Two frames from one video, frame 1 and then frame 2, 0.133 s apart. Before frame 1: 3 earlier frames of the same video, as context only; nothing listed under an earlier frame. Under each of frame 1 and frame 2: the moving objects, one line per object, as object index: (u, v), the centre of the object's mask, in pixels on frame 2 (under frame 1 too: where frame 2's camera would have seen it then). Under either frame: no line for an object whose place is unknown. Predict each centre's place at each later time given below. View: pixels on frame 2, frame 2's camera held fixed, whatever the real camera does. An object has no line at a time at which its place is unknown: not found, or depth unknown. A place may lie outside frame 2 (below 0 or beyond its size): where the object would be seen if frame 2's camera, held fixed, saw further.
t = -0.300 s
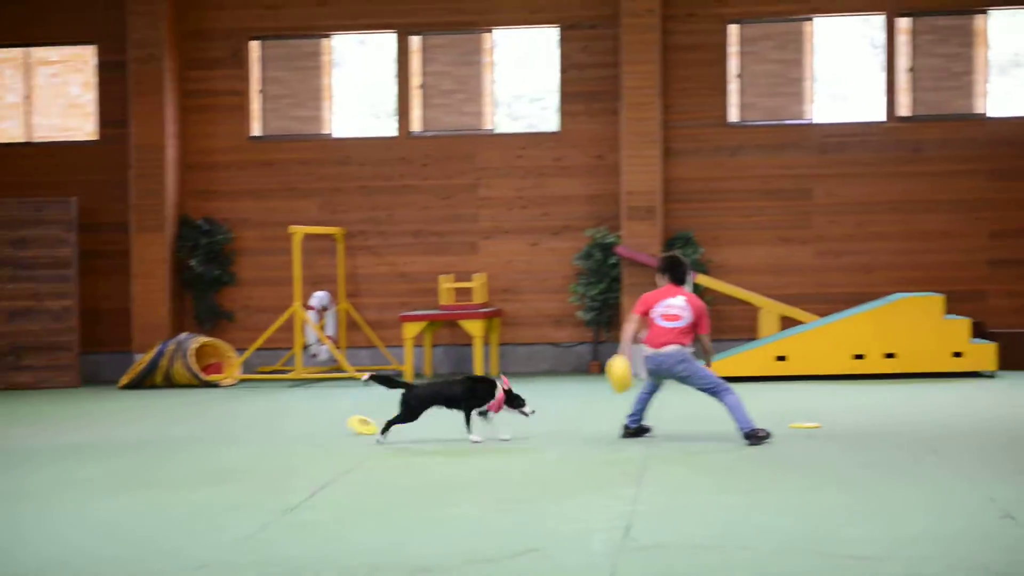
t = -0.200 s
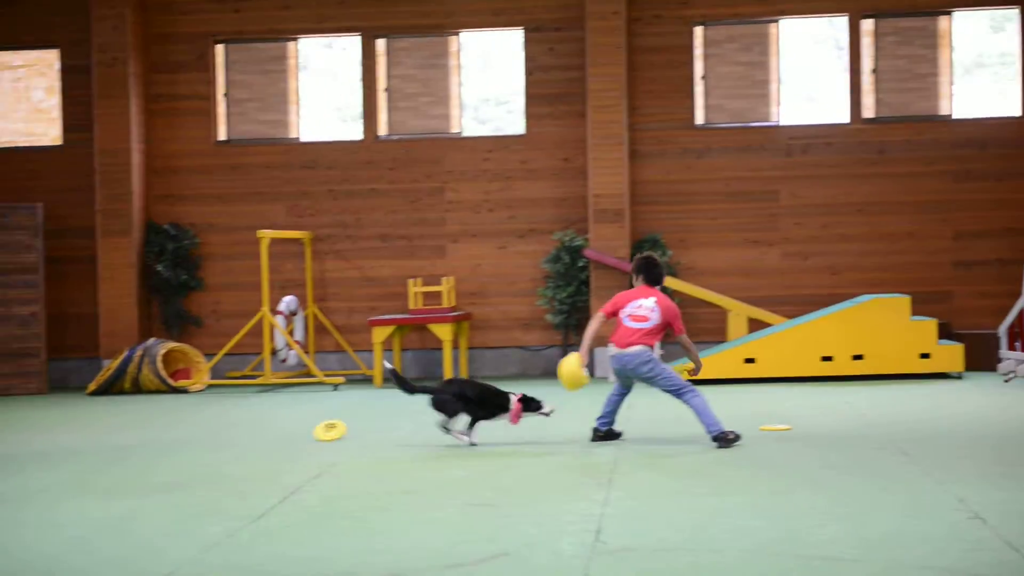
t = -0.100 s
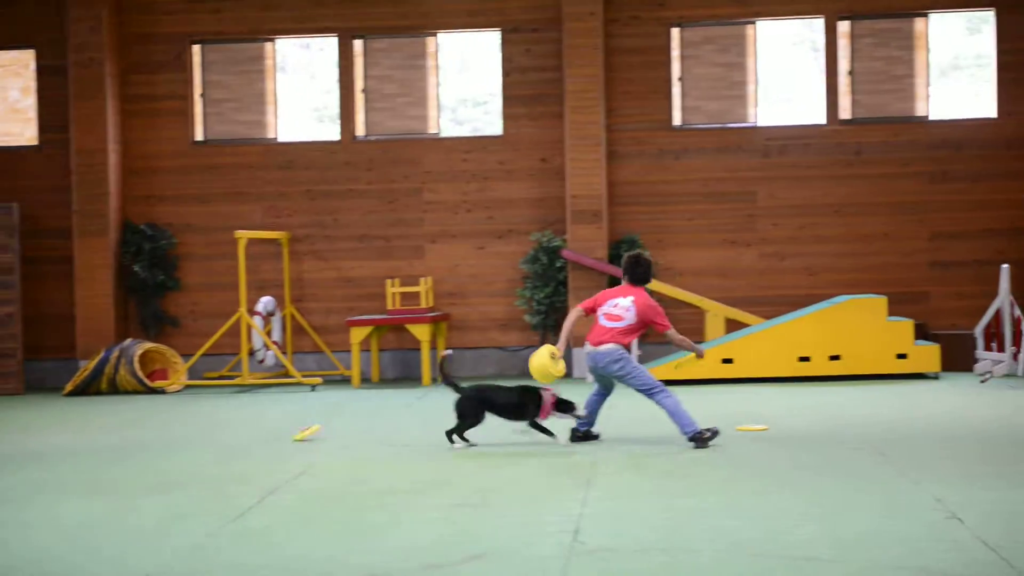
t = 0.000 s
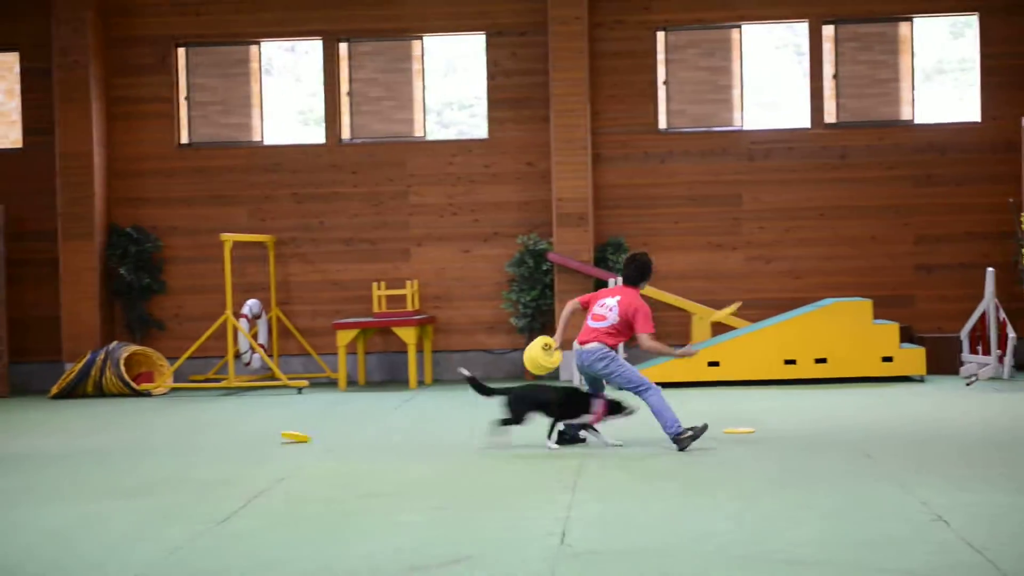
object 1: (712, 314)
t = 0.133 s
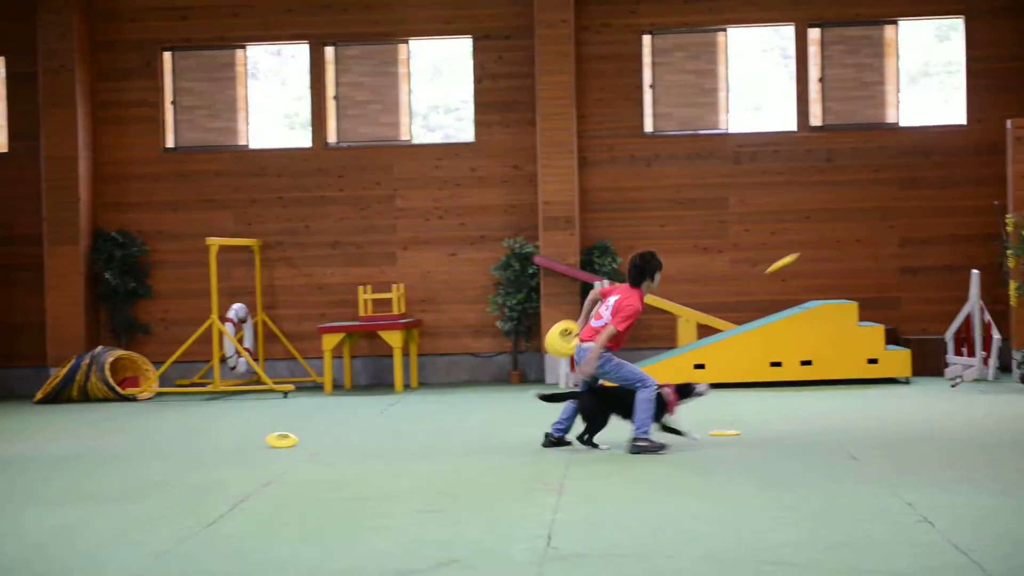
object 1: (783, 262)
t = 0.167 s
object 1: (800, 254)
